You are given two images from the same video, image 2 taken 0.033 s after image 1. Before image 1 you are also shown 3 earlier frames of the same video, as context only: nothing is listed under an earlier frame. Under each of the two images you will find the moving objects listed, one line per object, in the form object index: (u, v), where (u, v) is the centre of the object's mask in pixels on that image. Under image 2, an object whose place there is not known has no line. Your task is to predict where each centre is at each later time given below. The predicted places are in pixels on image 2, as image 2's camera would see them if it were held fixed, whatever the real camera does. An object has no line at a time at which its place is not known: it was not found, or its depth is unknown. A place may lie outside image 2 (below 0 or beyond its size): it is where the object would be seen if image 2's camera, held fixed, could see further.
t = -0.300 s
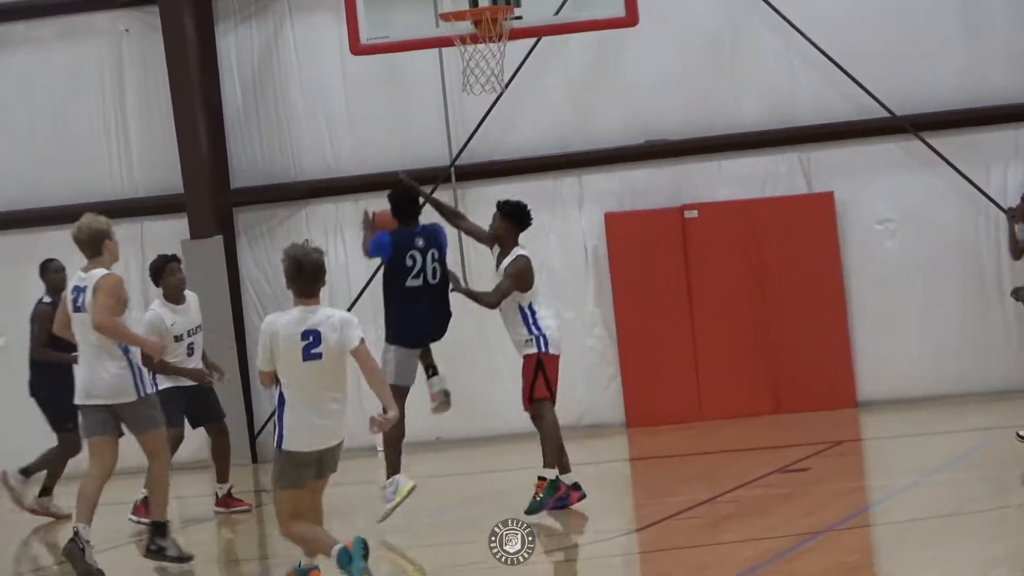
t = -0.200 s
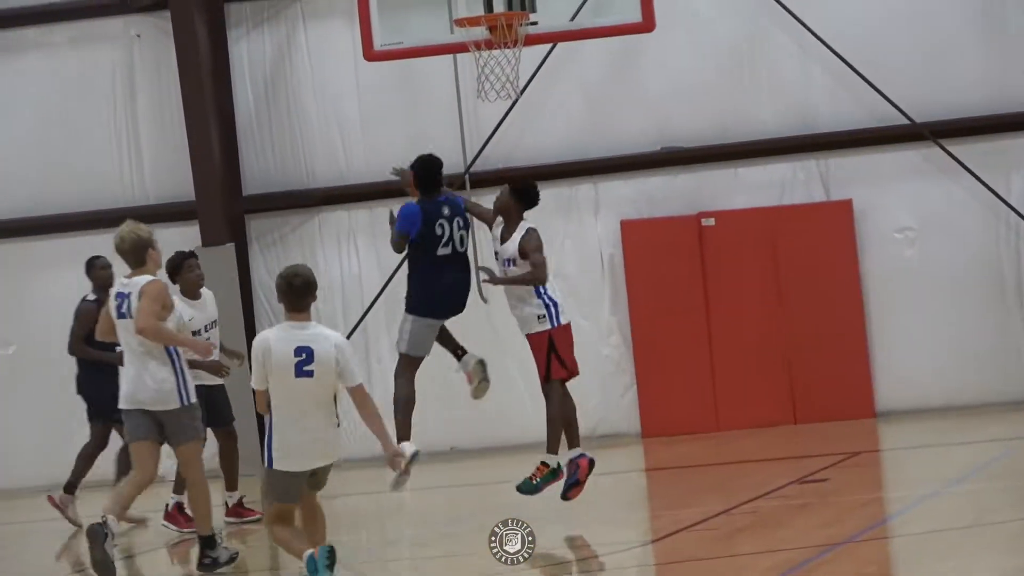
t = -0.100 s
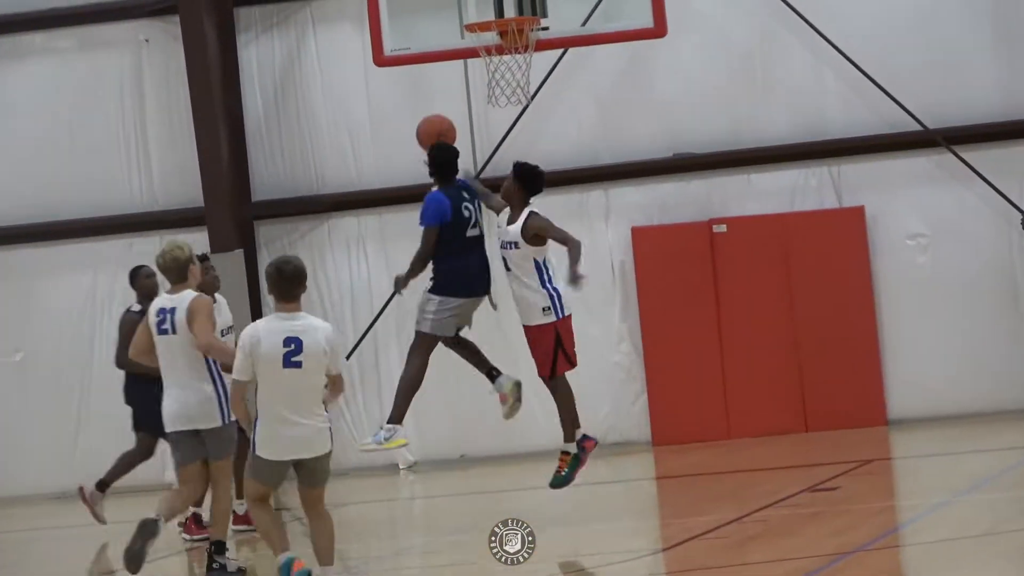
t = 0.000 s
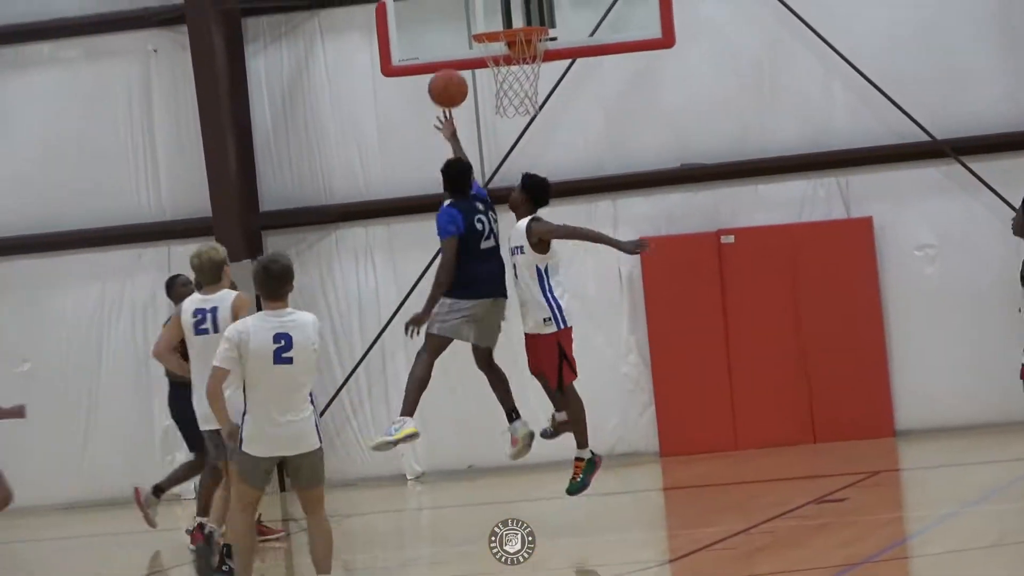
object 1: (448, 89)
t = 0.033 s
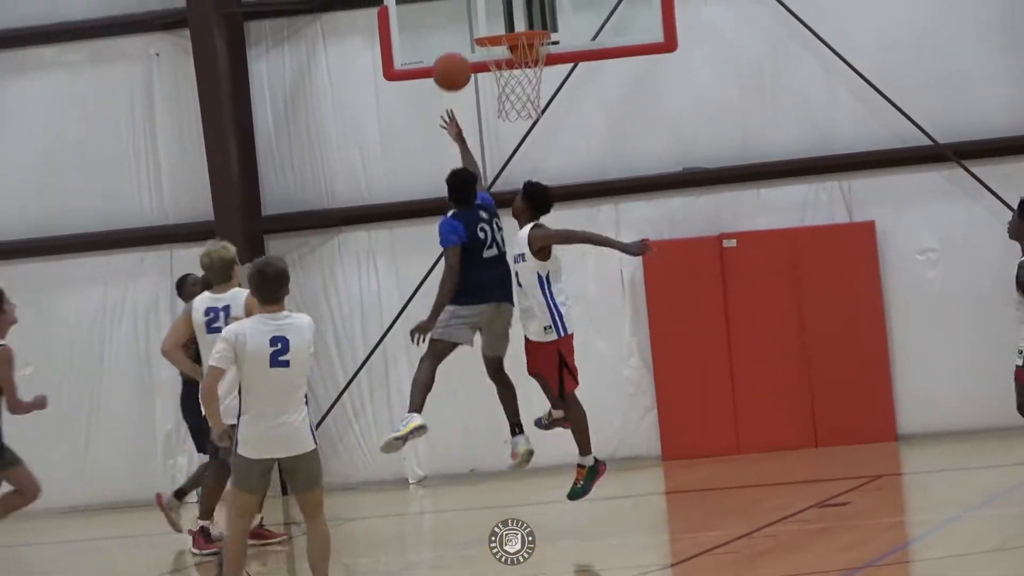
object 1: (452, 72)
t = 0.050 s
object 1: (452, 61)
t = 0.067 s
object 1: (453, 50)
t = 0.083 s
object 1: (454, 42)
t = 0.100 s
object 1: (454, 33)
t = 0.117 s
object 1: (455, 25)
